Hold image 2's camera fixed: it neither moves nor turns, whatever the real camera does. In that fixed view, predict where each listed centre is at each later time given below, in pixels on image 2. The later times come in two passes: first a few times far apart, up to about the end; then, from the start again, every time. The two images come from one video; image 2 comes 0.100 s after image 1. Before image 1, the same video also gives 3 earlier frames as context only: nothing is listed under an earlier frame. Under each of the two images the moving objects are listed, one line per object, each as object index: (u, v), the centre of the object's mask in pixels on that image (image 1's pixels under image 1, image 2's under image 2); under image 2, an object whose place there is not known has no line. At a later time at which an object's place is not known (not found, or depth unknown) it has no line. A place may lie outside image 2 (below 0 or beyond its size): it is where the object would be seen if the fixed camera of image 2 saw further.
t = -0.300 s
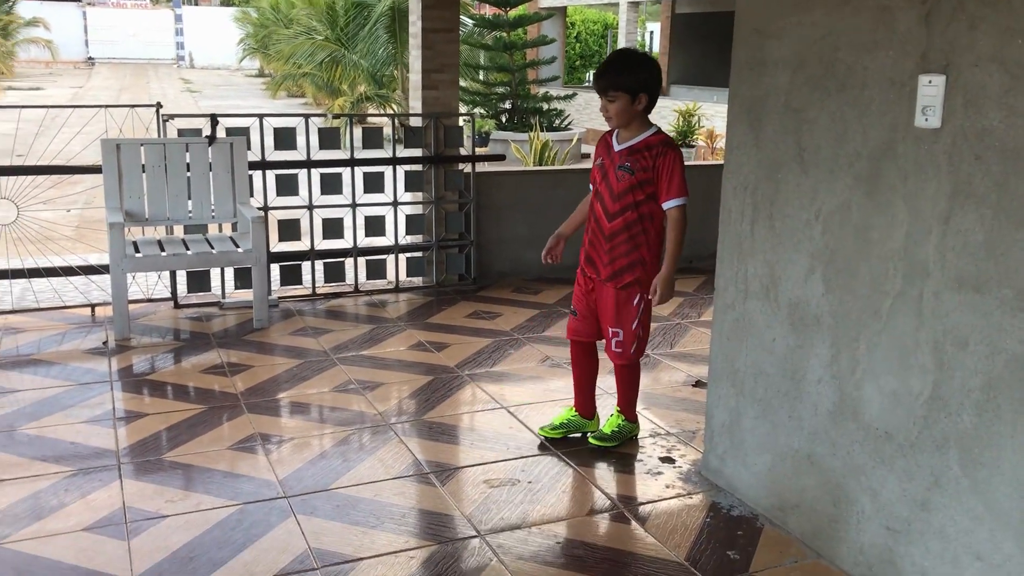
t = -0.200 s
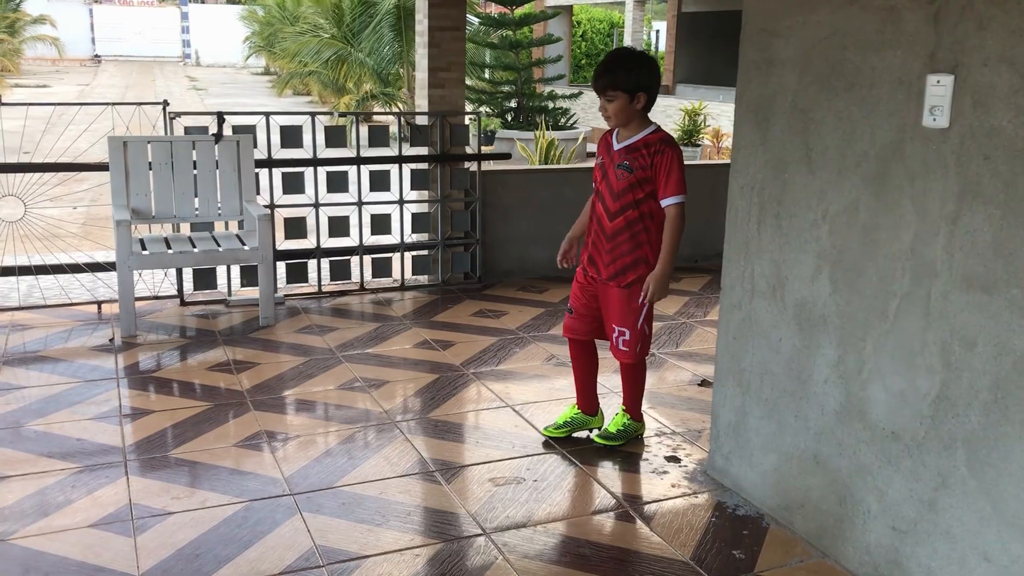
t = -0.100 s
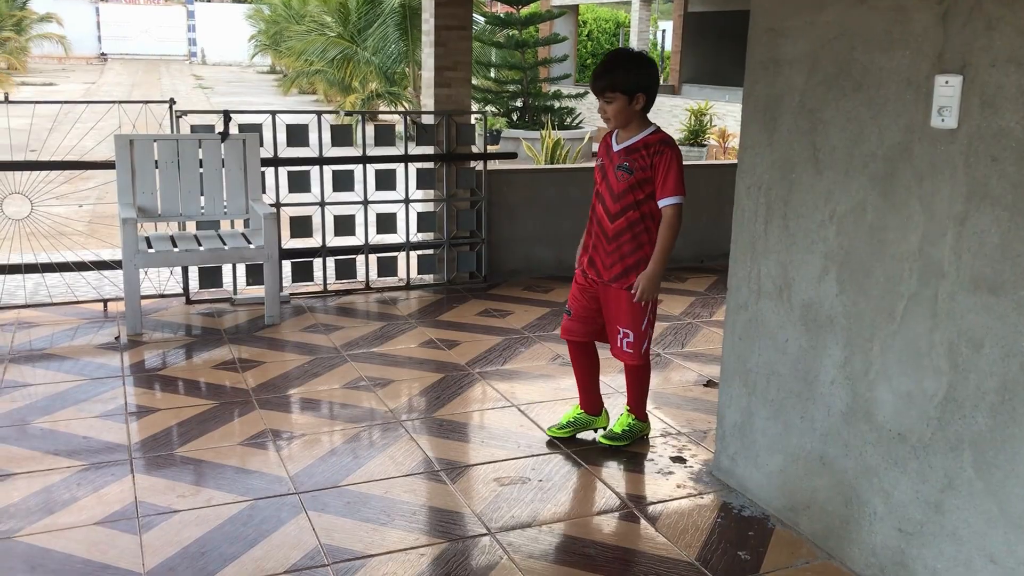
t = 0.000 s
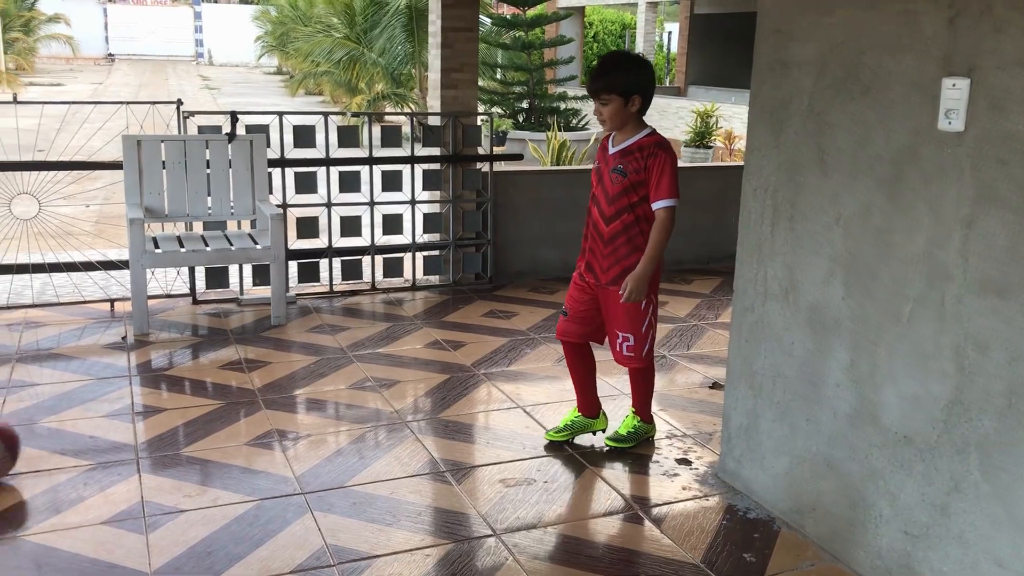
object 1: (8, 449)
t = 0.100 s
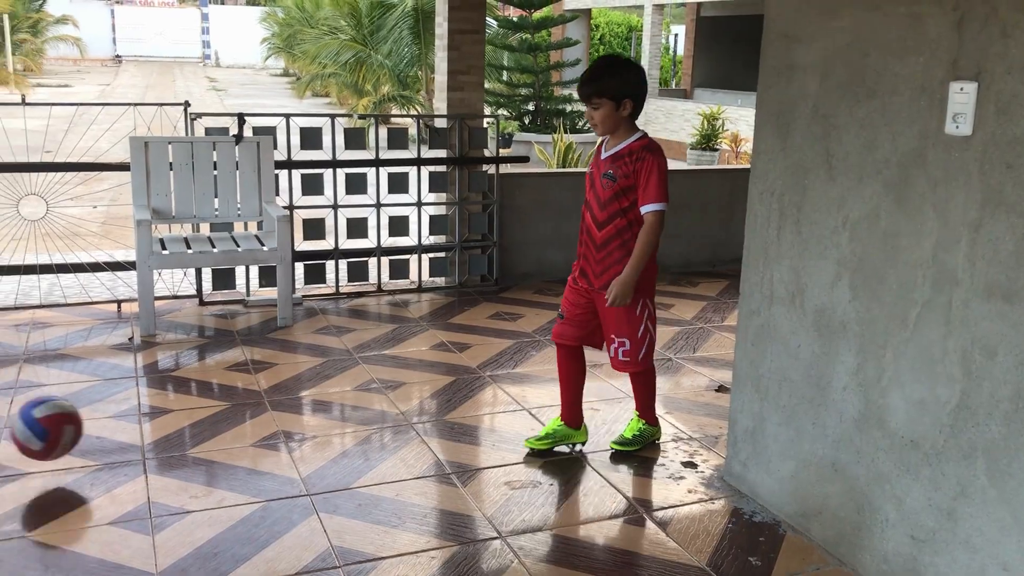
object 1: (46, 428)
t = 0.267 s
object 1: (130, 425)
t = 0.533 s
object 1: (223, 408)
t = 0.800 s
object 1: (305, 403)
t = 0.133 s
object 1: (65, 428)
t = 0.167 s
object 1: (84, 429)
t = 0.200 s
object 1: (103, 435)
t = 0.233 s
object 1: (118, 433)
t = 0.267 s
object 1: (130, 425)
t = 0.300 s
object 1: (143, 420)
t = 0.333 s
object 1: (155, 417)
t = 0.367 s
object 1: (167, 417)
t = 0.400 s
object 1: (180, 421)
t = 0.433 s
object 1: (191, 423)
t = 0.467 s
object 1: (202, 415)
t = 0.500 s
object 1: (213, 410)
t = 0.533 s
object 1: (223, 408)
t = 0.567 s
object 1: (234, 409)
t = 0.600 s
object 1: (244, 414)
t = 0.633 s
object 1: (254, 412)
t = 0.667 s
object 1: (265, 405)
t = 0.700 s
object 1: (275, 402)
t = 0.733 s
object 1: (285, 402)
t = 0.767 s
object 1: (295, 405)
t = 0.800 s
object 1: (305, 403)
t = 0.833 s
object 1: (314, 397)
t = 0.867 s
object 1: (324, 395)
